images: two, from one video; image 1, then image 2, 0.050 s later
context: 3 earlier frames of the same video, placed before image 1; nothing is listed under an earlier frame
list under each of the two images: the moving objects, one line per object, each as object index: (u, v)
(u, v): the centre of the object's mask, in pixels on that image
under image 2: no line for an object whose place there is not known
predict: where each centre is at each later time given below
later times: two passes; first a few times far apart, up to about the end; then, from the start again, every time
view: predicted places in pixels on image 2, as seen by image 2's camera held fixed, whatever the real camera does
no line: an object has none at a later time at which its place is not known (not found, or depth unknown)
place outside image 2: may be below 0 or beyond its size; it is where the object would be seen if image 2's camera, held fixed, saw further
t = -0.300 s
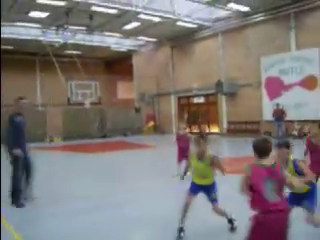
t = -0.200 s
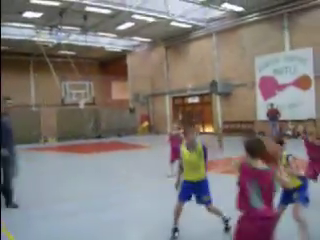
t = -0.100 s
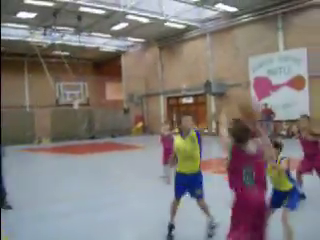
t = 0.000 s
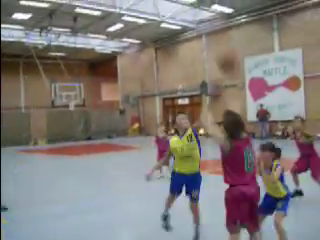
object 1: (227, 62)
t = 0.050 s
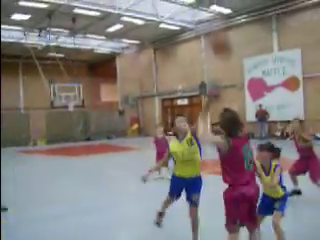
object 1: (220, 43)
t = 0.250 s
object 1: (201, 7)
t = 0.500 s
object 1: (187, 11)
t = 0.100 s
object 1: (216, 27)
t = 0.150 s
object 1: (211, 21)
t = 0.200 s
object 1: (206, 13)
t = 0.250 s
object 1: (201, 7)
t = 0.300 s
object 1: (198, 5)
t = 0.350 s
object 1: (195, 4)
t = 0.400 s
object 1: (192, 5)
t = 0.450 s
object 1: (189, 8)
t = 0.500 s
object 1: (187, 11)
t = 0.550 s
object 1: (184, 19)
